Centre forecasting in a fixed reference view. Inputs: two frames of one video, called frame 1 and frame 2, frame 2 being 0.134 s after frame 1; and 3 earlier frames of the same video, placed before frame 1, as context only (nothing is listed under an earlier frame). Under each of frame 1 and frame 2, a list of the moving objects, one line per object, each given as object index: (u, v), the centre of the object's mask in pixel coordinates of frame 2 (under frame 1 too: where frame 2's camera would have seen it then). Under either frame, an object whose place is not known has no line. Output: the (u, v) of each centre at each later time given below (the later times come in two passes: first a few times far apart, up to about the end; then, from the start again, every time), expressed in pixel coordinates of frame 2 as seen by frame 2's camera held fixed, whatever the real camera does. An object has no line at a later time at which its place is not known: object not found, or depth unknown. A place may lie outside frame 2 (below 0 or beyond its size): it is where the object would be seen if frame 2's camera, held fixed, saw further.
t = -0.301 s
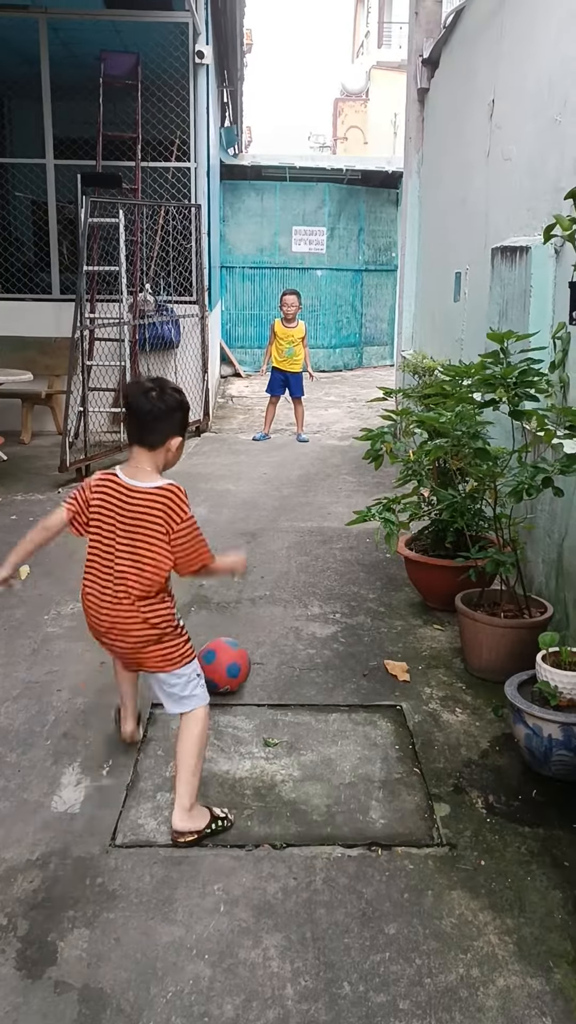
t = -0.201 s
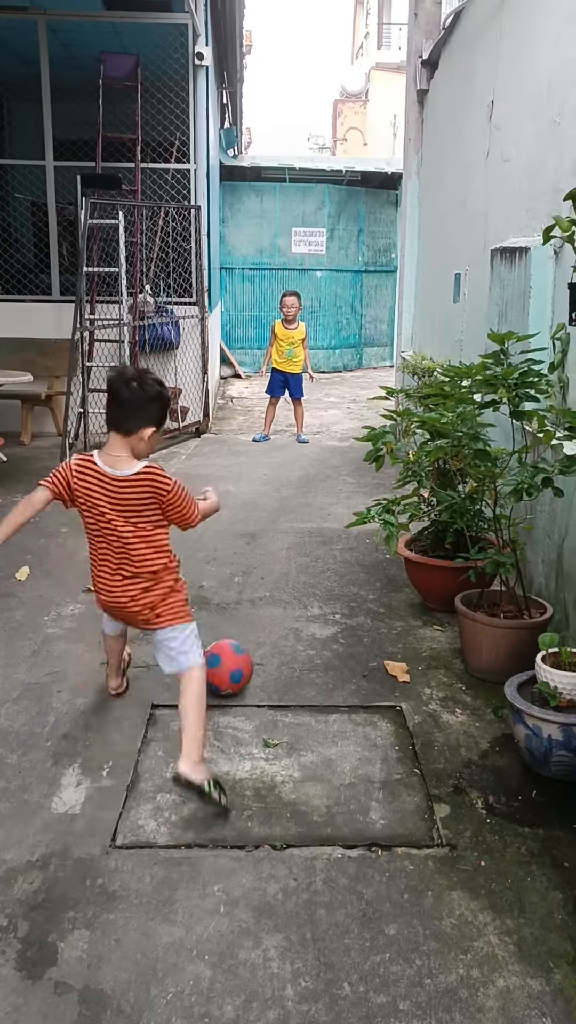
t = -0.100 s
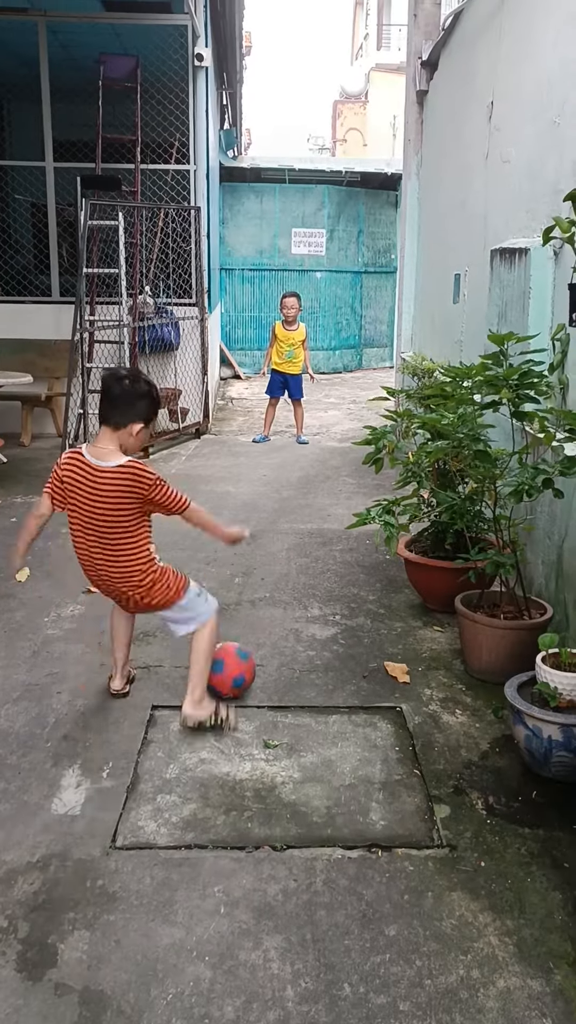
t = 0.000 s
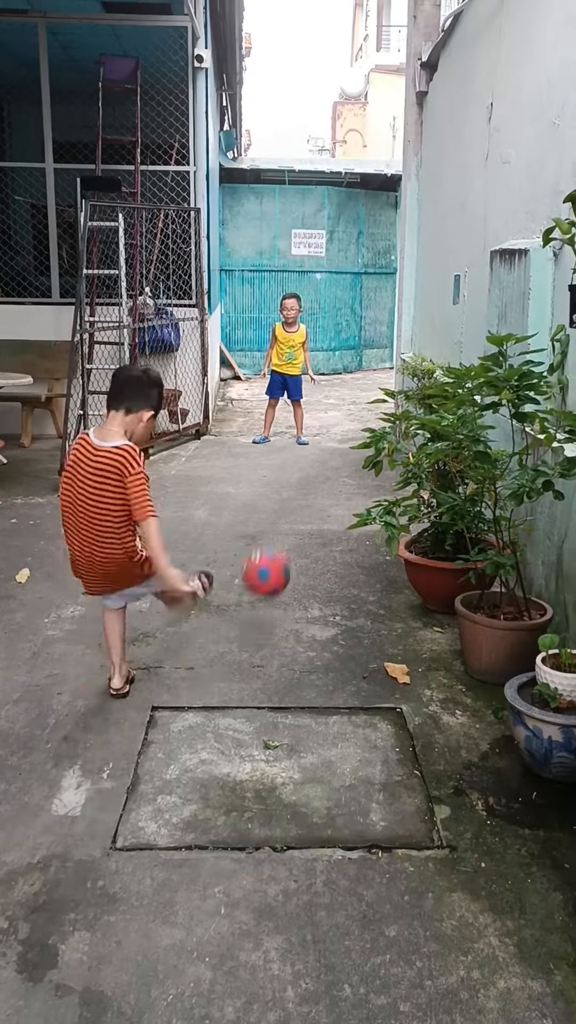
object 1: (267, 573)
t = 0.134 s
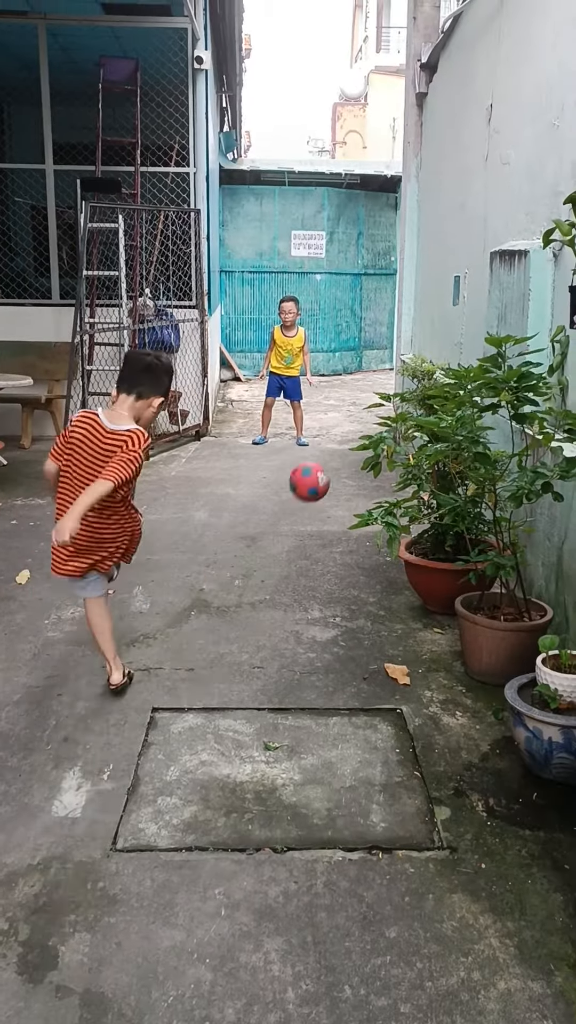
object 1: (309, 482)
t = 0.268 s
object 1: (338, 448)
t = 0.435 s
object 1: (359, 459)
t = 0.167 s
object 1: (317, 469)
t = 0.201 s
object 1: (325, 459)
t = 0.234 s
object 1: (331, 452)
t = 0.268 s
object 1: (338, 448)
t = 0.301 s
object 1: (343, 446)
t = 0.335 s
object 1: (348, 446)
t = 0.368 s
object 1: (351, 449)
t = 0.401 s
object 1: (355, 453)
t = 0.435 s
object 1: (359, 459)
